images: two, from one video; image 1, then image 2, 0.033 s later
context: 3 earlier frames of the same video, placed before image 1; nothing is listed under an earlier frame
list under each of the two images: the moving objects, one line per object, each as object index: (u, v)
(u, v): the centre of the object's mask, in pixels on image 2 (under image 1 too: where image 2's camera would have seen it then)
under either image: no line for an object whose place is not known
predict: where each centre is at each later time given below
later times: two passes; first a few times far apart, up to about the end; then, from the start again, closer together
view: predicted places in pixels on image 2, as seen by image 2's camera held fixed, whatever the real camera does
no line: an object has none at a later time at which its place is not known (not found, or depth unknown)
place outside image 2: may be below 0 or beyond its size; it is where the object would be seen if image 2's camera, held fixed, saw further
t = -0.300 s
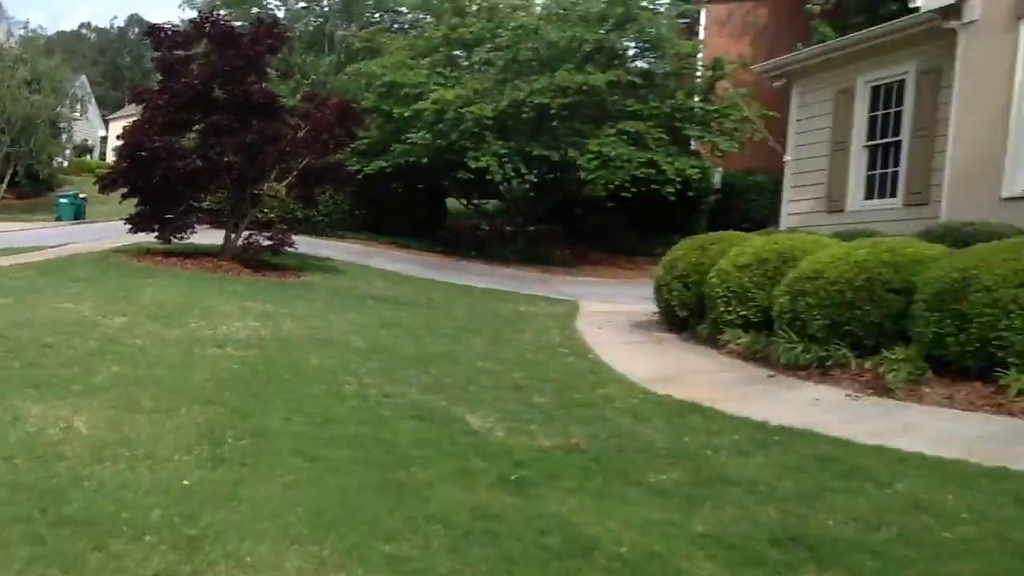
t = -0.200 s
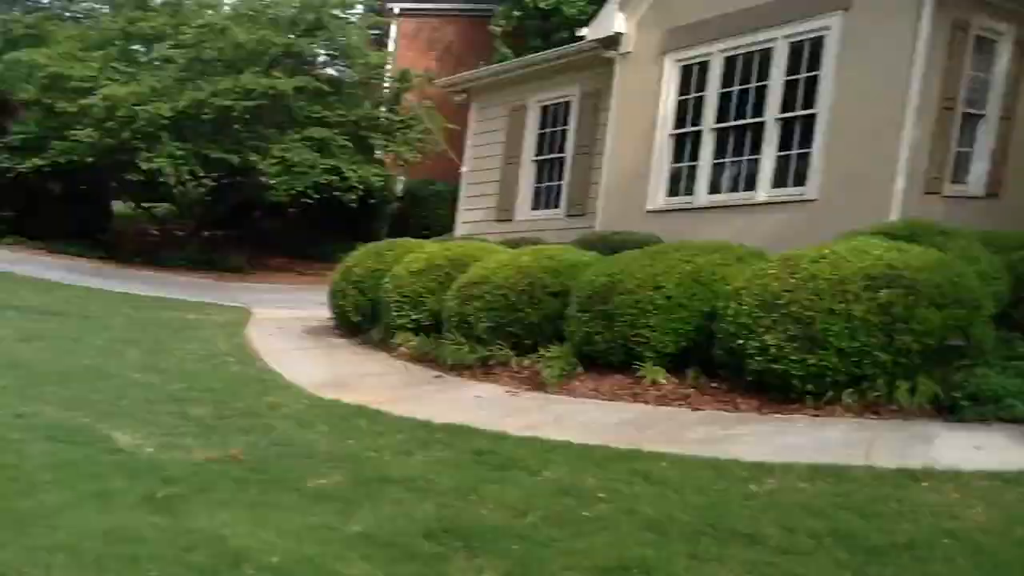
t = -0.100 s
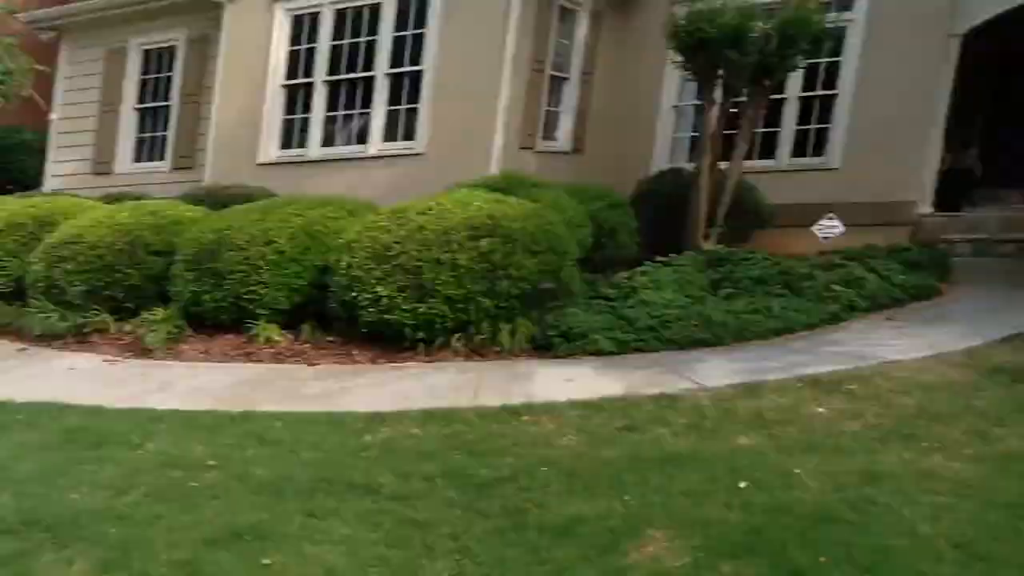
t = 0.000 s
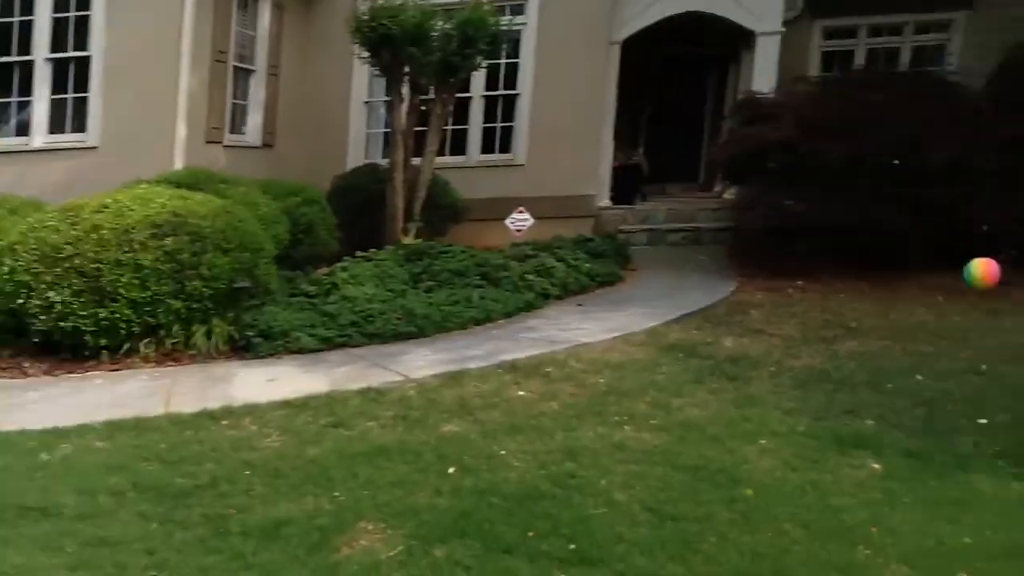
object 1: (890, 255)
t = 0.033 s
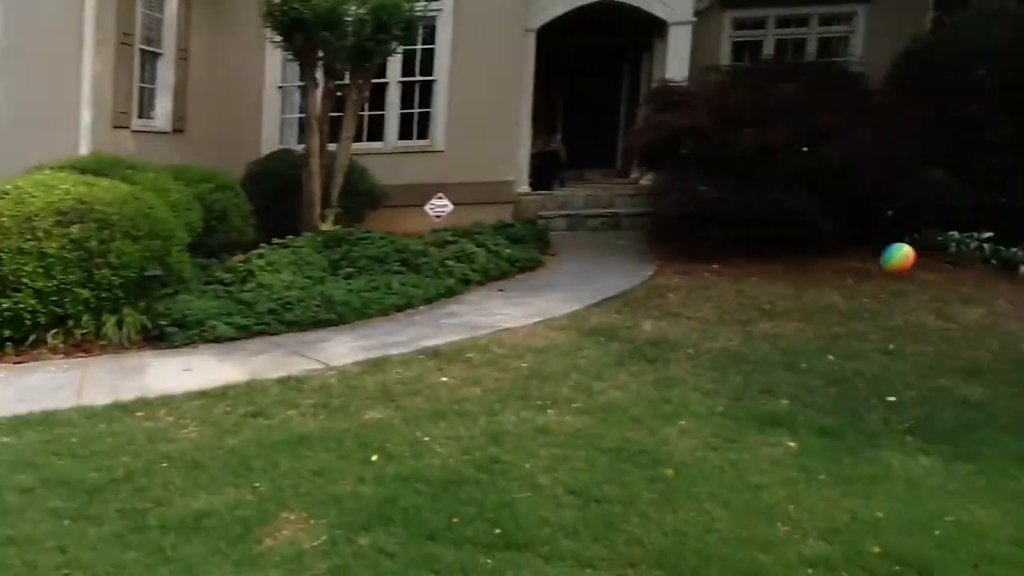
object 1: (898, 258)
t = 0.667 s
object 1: (1056, 290)
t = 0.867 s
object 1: (1109, 278)
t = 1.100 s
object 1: (1153, 294)
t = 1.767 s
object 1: (1266, 211)
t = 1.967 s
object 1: (1289, 225)
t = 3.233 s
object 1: (1522, 367)
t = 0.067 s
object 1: (905, 259)
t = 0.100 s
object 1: (914, 262)
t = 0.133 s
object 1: (921, 269)
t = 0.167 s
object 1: (928, 276)
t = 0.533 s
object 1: (1027, 272)
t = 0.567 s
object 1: (1036, 275)
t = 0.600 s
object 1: (1044, 277)
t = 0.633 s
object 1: (1050, 282)
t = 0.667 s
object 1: (1056, 290)
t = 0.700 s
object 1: (1063, 291)
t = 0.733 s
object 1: (1073, 284)
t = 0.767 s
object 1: (1082, 282)
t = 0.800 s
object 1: (1092, 279)
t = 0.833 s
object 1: (1101, 276)
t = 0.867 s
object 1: (1109, 278)
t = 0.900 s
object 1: (1117, 278)
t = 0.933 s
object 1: (1124, 280)
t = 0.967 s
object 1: (1131, 285)
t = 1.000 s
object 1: (1138, 288)
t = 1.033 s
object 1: (1143, 290)
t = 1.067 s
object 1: (1149, 293)
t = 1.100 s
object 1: (1153, 294)
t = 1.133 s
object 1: (1157, 293)
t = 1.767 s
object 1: (1266, 211)
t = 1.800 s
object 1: (1270, 211)
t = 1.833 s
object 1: (1276, 211)
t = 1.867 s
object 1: (1281, 212)
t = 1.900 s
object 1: (1284, 215)
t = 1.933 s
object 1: (1285, 220)
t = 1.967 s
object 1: (1289, 225)
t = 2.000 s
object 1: (1294, 229)
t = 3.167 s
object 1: (1512, 373)
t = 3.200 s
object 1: (1517, 370)
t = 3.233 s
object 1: (1522, 367)
